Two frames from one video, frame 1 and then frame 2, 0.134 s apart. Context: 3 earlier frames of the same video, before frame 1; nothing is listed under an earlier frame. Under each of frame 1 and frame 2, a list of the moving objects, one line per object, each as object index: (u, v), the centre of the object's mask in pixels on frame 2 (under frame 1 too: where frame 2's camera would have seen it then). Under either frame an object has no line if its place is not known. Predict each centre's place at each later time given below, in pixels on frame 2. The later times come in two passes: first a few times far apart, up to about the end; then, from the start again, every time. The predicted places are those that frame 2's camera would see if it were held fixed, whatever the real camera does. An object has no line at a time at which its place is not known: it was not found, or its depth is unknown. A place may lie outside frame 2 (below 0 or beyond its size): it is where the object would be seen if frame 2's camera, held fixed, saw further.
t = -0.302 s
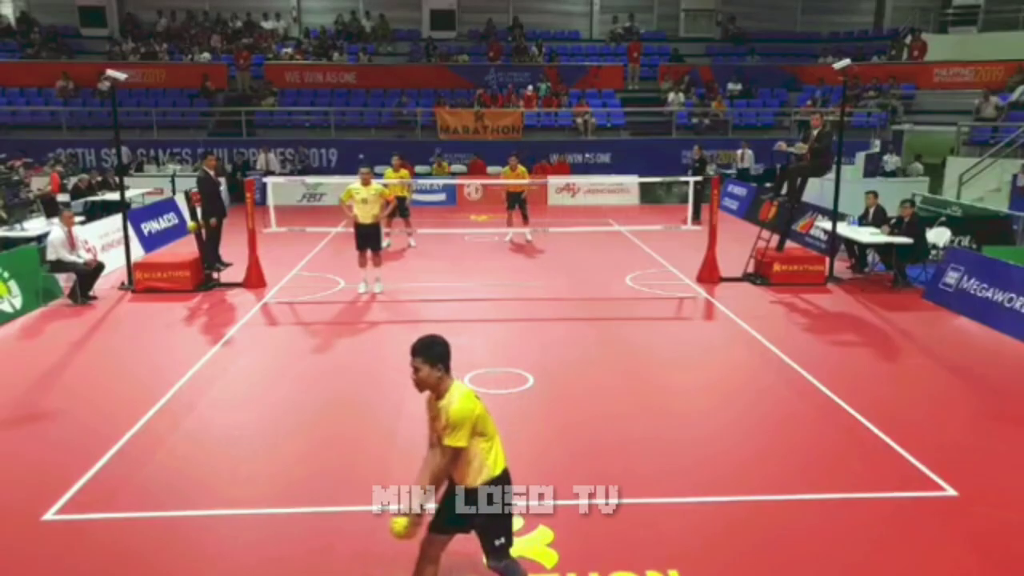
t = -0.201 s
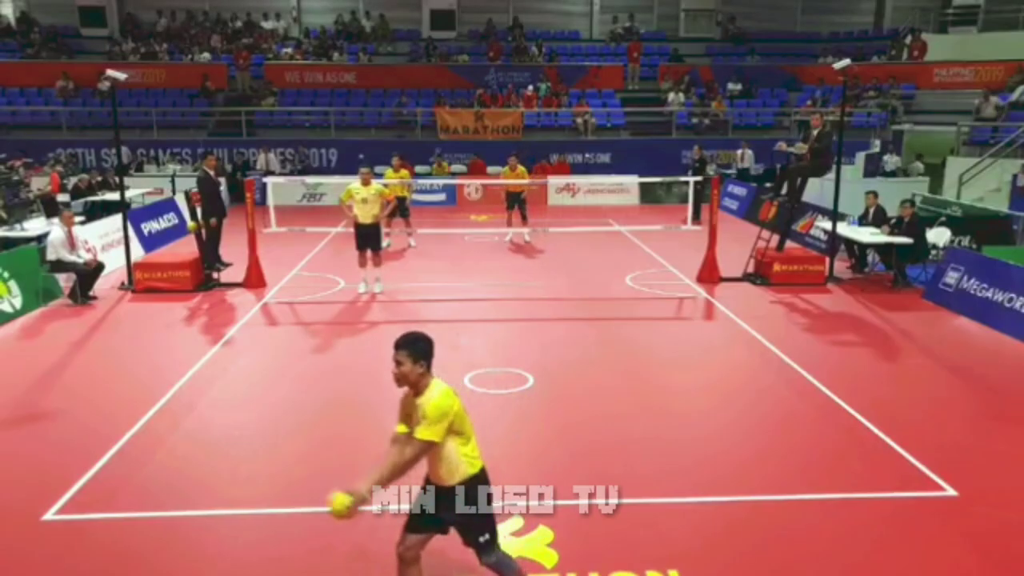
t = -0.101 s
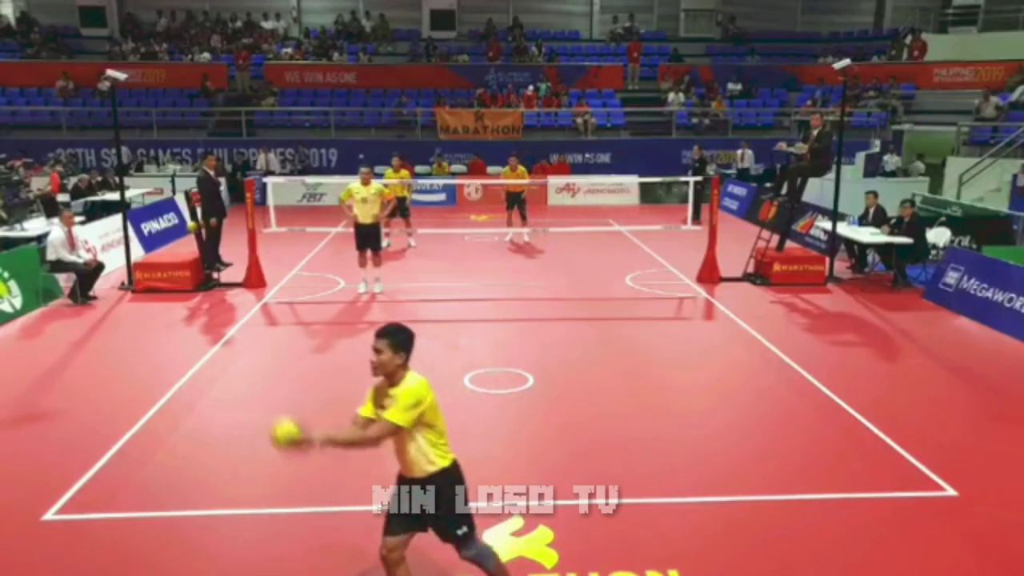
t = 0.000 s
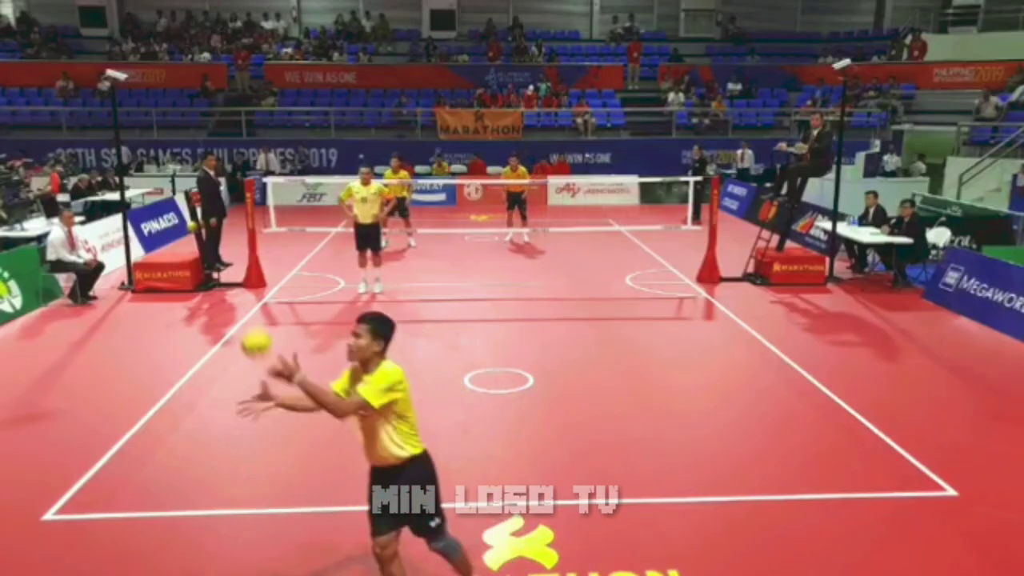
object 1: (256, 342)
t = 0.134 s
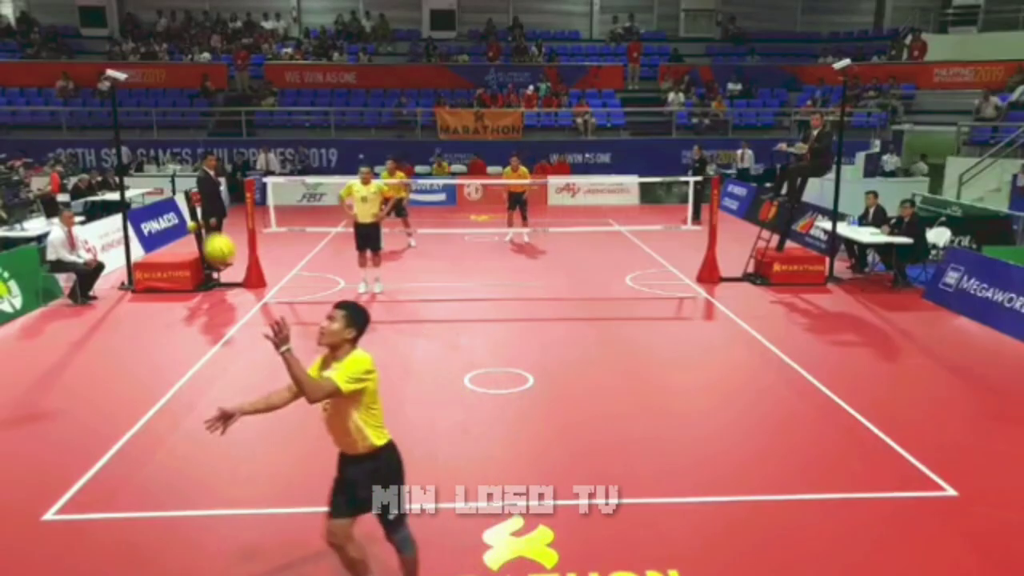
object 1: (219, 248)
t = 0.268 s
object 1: (186, 194)
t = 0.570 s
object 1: (124, 214)
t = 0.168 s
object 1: (210, 230)
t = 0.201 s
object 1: (202, 217)
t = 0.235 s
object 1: (194, 204)
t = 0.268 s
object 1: (186, 194)
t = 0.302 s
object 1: (179, 186)
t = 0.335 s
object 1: (170, 181)
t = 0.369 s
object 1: (163, 178)
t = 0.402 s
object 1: (154, 179)
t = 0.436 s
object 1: (149, 180)
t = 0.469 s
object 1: (143, 185)
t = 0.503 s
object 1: (136, 192)
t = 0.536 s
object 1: (130, 203)
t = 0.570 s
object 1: (124, 214)
